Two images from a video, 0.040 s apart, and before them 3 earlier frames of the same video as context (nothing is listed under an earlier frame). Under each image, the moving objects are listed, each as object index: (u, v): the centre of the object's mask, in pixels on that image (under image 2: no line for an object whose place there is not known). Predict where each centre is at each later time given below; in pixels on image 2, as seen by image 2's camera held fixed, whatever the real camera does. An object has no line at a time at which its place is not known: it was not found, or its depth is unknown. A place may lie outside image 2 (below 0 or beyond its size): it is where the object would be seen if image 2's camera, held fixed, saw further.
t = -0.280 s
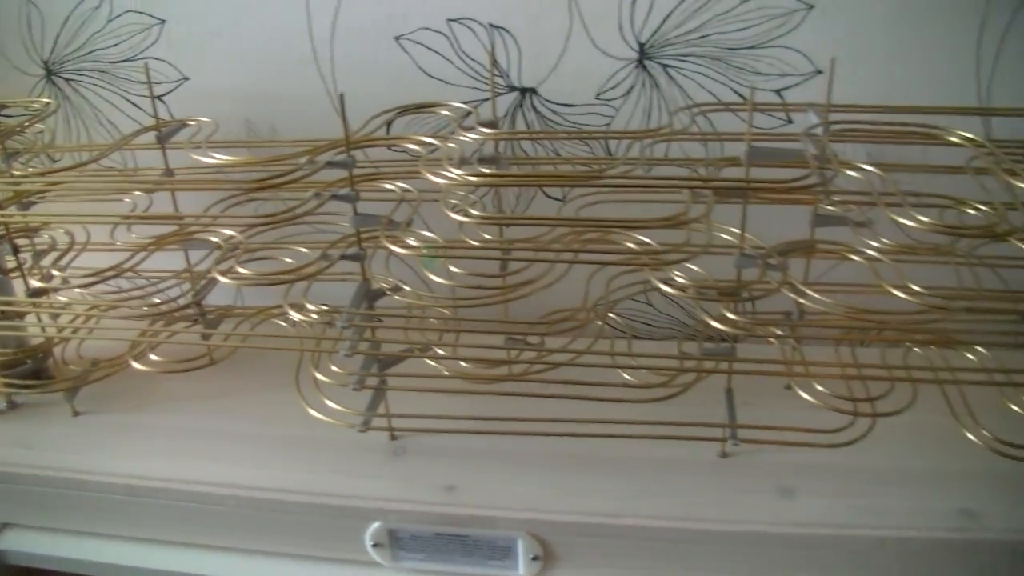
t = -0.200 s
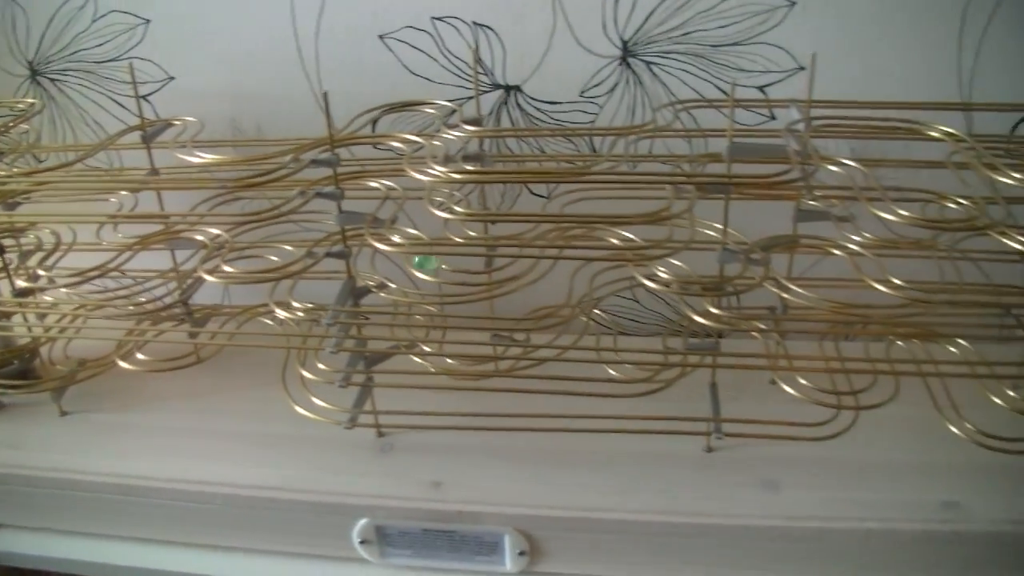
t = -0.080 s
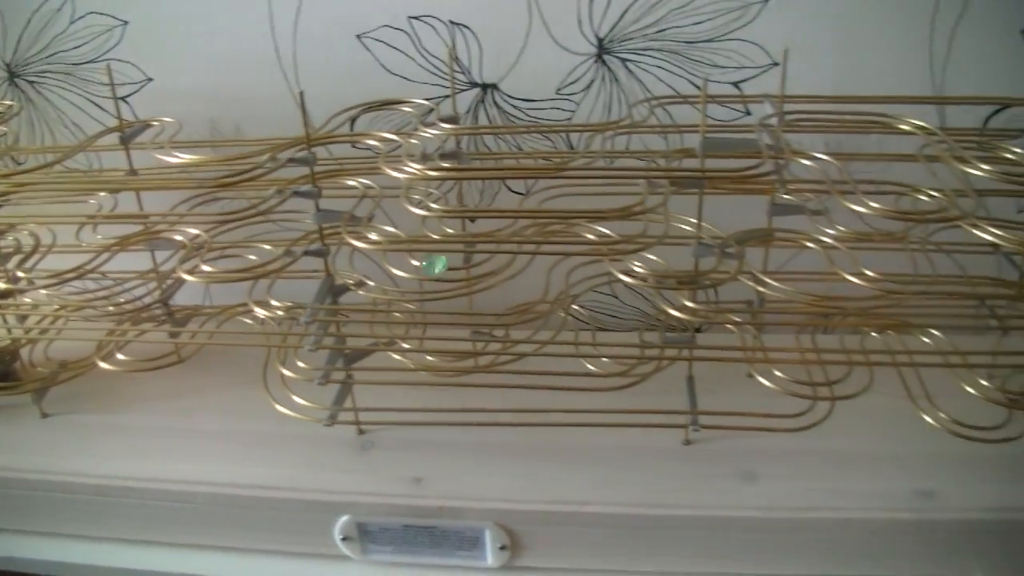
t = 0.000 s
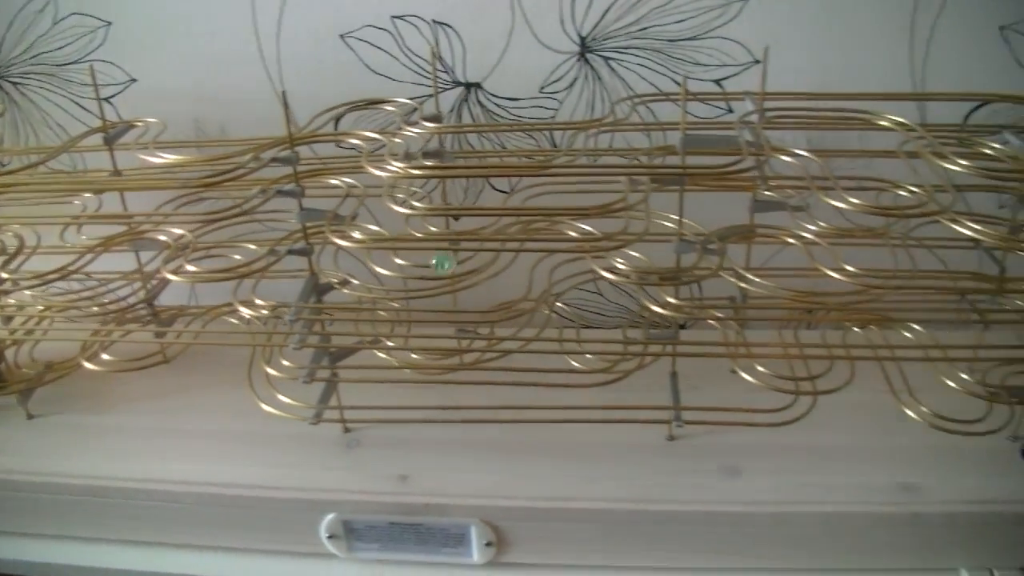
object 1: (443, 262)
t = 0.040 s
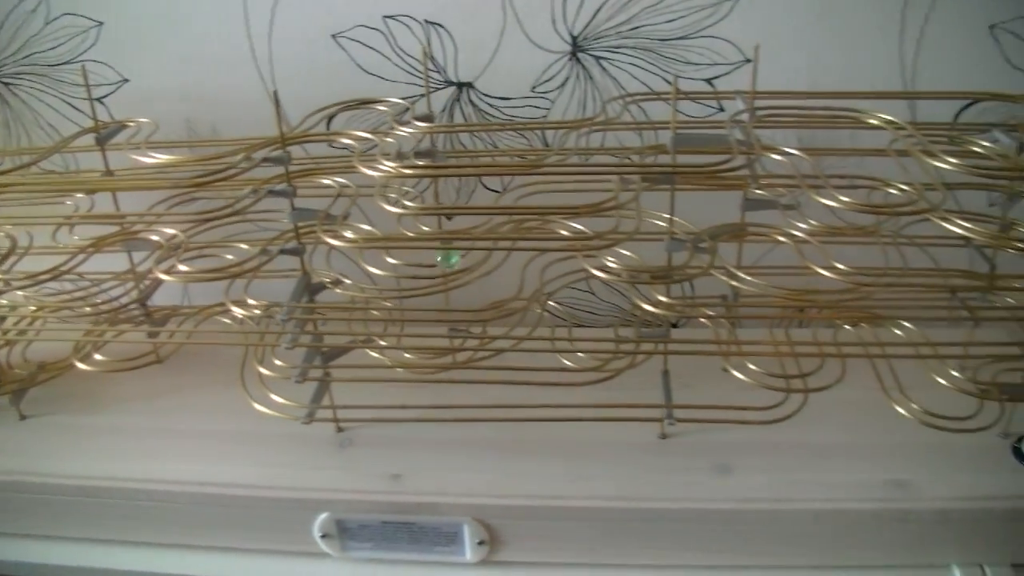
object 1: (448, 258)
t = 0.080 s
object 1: (458, 256)
